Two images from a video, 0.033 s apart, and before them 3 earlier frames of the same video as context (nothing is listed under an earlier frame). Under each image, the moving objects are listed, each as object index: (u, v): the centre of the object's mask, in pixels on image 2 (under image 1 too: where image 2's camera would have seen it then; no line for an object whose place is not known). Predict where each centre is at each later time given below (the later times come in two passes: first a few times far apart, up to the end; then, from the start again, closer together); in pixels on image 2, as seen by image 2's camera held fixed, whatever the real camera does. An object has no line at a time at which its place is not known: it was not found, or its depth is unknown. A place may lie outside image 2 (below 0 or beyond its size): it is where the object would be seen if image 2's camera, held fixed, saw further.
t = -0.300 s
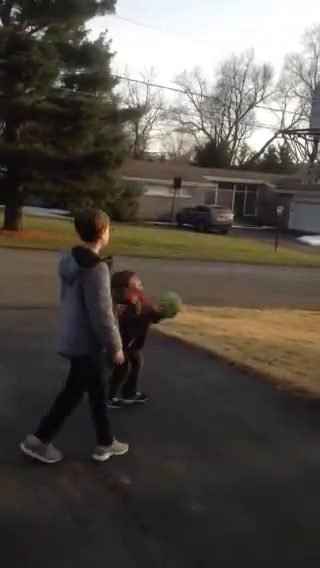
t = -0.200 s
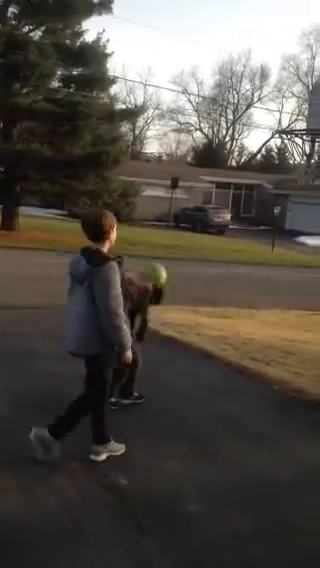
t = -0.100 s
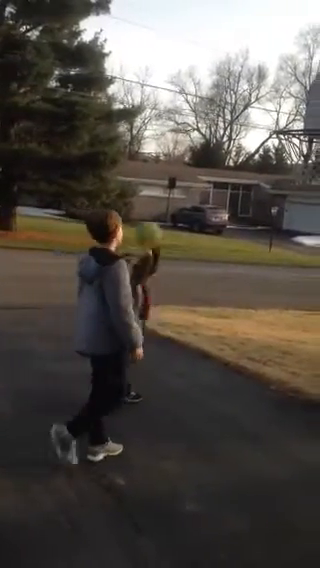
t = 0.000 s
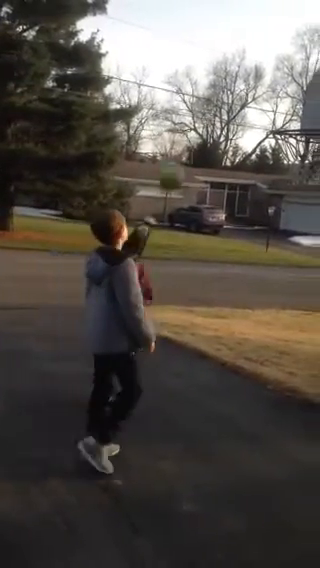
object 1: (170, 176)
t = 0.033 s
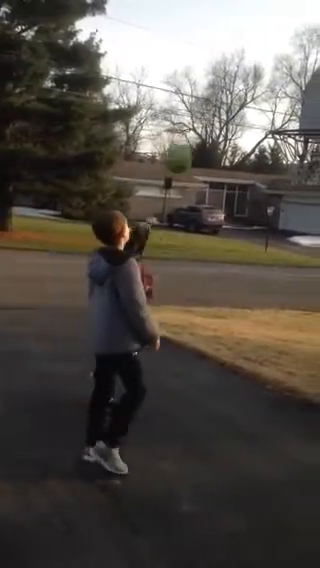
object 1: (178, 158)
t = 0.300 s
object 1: (249, 65)
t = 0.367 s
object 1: (266, 58)
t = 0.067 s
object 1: (186, 142)
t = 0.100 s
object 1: (197, 126)
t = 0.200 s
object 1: (222, 89)
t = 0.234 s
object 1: (232, 78)
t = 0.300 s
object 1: (249, 65)
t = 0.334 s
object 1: (257, 61)
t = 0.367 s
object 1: (266, 58)
